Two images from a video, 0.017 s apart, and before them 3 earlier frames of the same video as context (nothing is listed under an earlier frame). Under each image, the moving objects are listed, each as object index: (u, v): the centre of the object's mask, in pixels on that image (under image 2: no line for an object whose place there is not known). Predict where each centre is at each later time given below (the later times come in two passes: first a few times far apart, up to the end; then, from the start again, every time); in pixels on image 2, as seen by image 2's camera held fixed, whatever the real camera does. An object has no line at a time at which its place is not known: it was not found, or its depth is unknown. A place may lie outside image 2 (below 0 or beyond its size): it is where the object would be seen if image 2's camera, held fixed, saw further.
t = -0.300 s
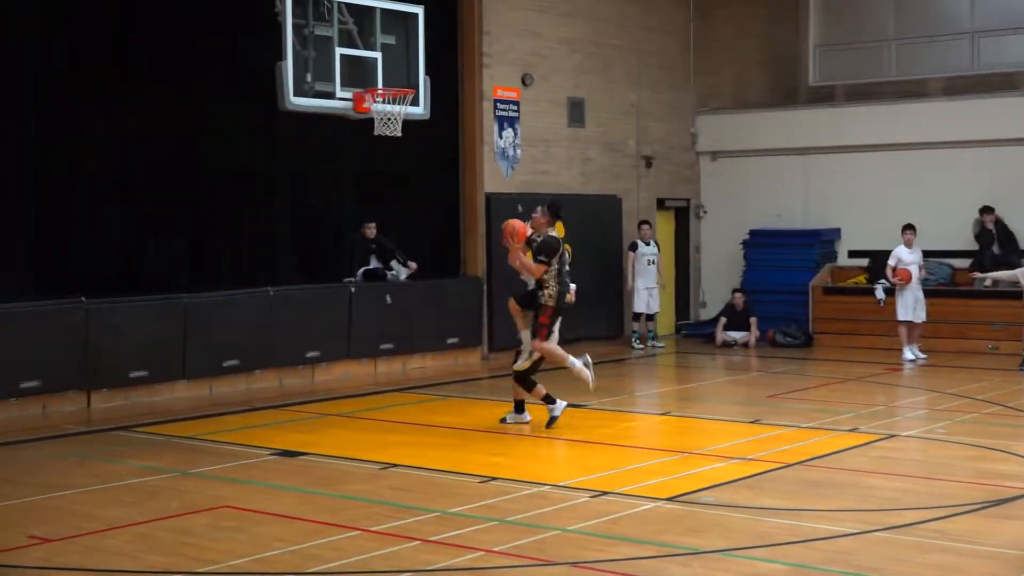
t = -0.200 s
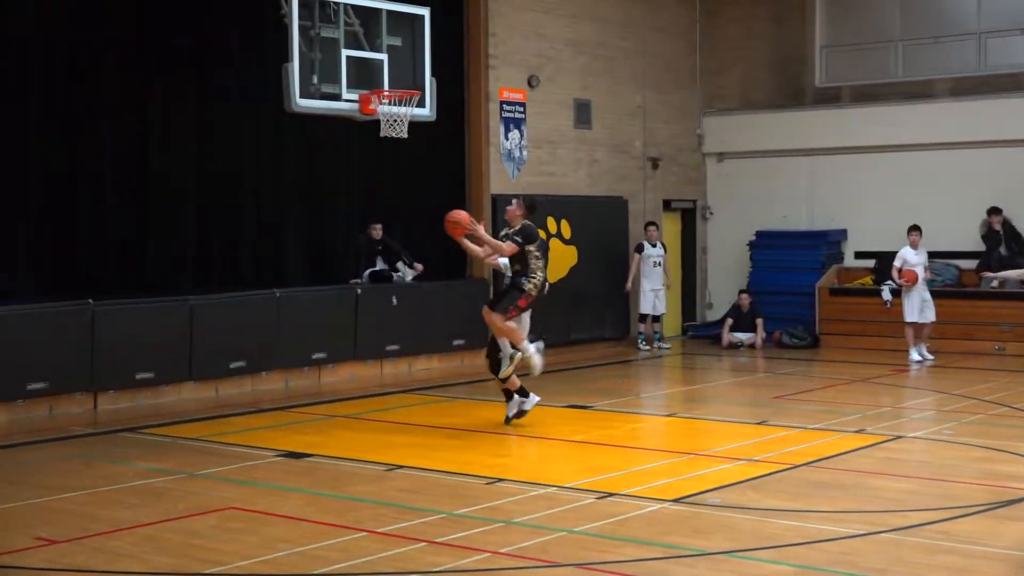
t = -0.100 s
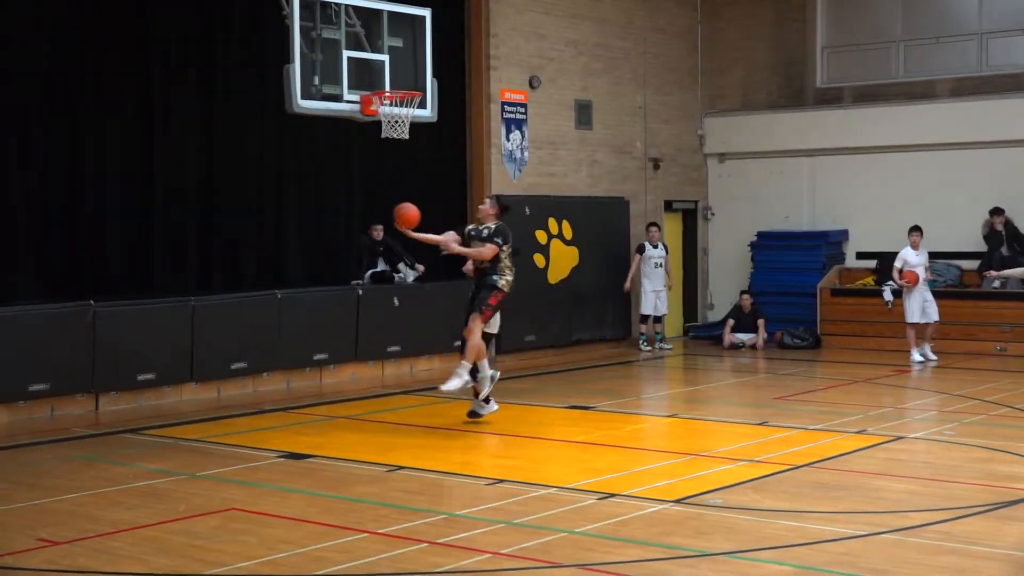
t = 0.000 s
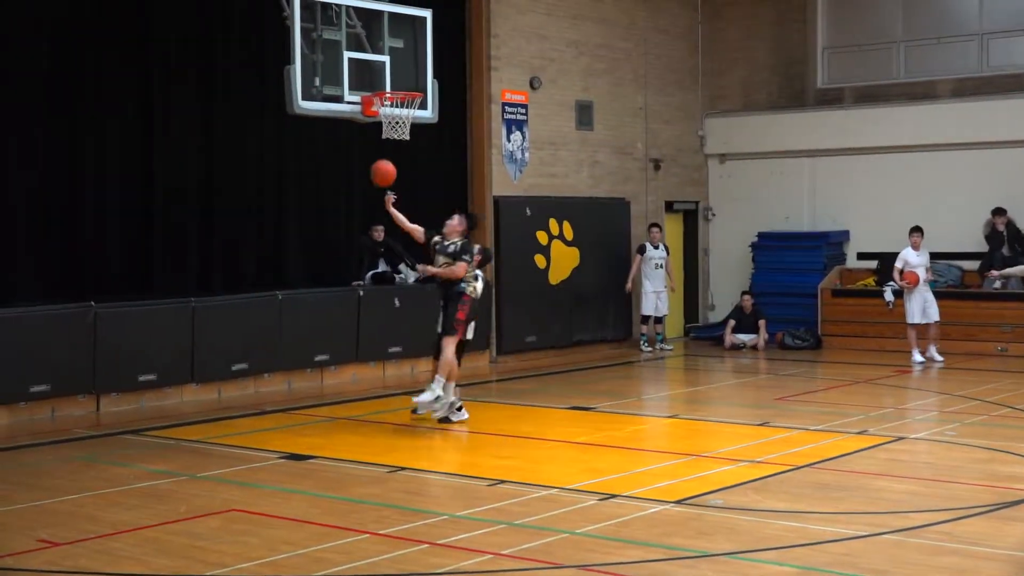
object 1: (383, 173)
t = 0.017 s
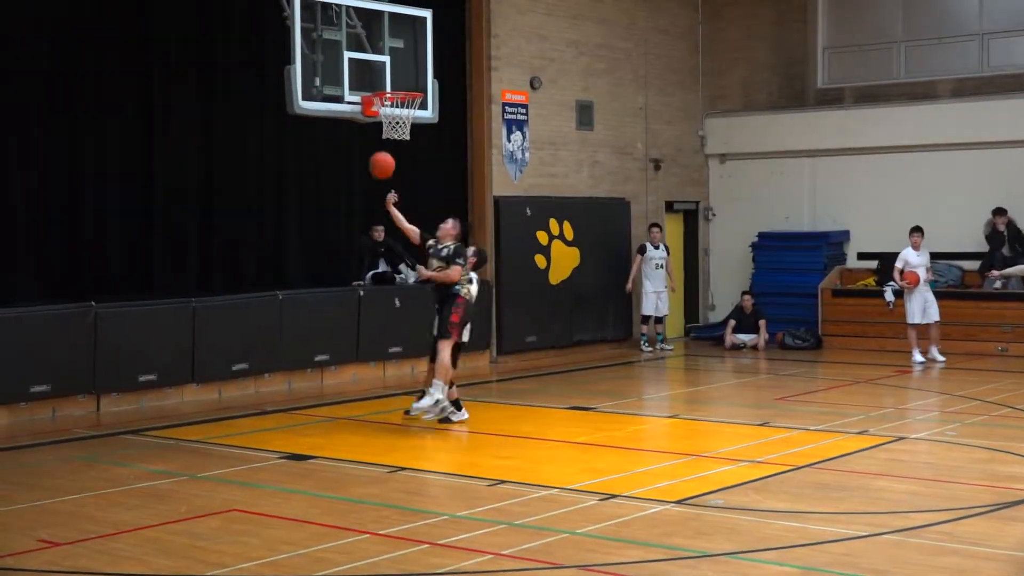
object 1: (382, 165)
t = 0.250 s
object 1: (352, 106)
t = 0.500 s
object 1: (299, 162)
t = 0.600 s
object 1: (278, 204)
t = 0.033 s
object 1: (380, 157)
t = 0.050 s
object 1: (378, 150)
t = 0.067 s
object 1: (377, 142)
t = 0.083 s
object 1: (376, 135)
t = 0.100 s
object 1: (375, 129)
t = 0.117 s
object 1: (373, 123)
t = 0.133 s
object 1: (371, 115)
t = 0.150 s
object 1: (369, 110)
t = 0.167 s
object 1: (368, 105)
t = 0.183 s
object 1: (366, 103)
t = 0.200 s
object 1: (362, 103)
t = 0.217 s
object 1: (359, 103)
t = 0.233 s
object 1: (355, 105)
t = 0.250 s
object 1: (352, 106)
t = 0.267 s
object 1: (348, 108)
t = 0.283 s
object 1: (345, 109)
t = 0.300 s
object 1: (341, 112)
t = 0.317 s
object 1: (339, 114)
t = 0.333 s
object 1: (335, 117)
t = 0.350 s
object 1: (331, 121)
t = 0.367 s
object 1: (328, 124)
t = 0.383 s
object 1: (324, 127)
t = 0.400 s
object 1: (321, 131)
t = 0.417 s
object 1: (317, 135)
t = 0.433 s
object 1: (314, 140)
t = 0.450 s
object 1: (310, 145)
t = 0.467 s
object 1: (306, 150)
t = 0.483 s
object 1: (303, 156)
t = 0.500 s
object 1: (299, 162)
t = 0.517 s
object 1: (296, 168)
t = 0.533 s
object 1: (292, 174)
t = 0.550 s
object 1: (289, 182)
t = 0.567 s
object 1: (285, 188)
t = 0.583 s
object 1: (282, 196)
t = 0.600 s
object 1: (278, 204)
